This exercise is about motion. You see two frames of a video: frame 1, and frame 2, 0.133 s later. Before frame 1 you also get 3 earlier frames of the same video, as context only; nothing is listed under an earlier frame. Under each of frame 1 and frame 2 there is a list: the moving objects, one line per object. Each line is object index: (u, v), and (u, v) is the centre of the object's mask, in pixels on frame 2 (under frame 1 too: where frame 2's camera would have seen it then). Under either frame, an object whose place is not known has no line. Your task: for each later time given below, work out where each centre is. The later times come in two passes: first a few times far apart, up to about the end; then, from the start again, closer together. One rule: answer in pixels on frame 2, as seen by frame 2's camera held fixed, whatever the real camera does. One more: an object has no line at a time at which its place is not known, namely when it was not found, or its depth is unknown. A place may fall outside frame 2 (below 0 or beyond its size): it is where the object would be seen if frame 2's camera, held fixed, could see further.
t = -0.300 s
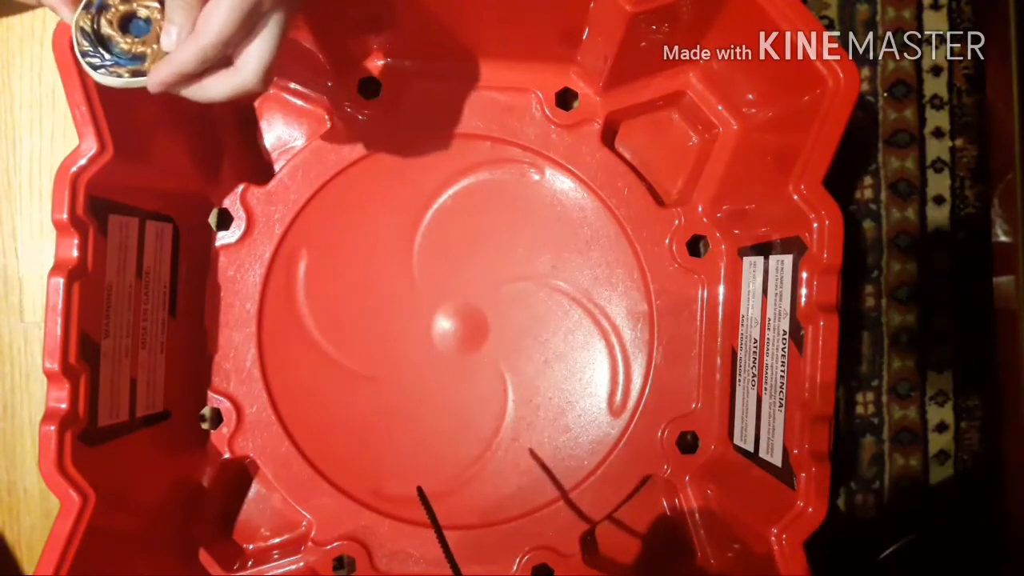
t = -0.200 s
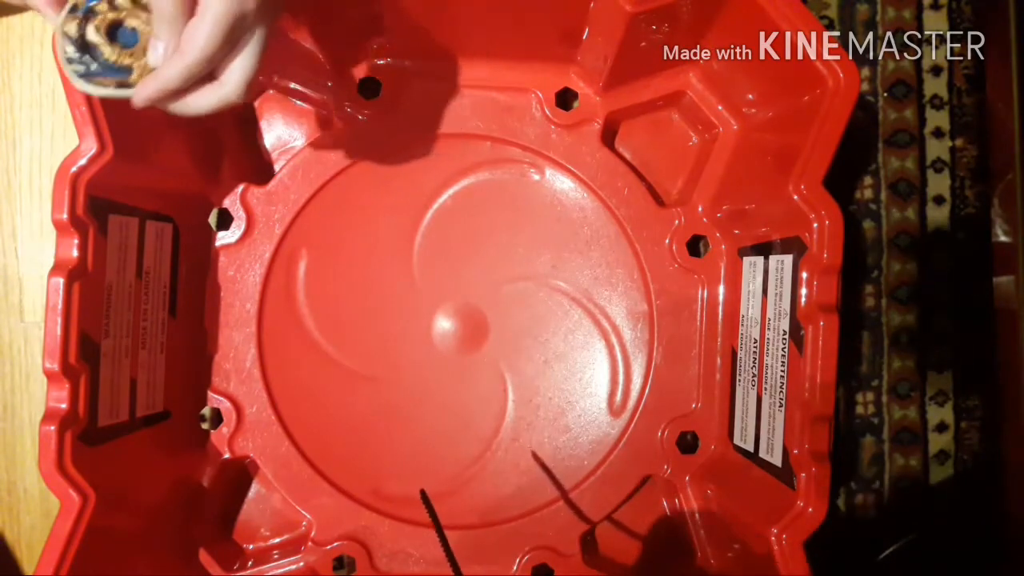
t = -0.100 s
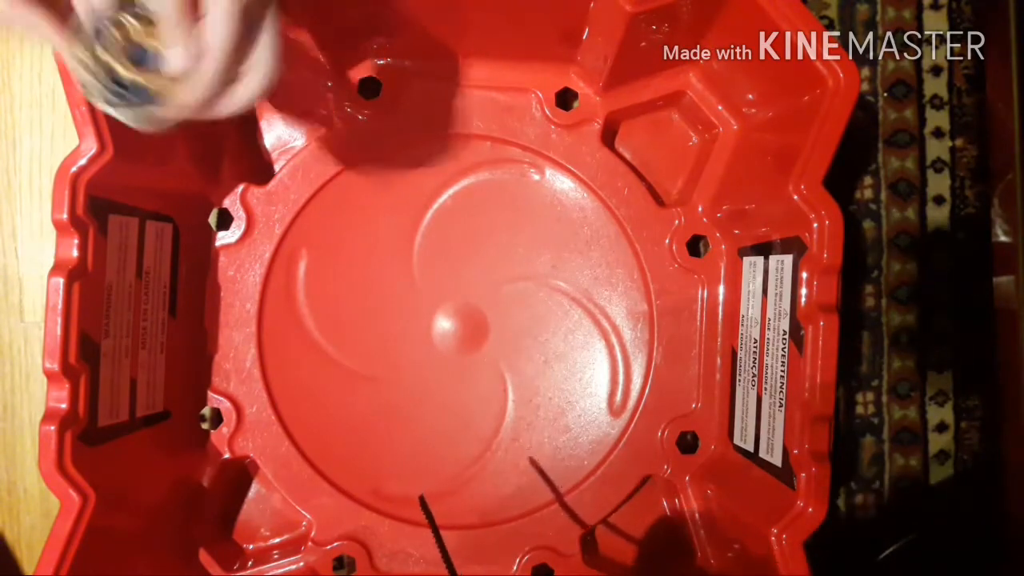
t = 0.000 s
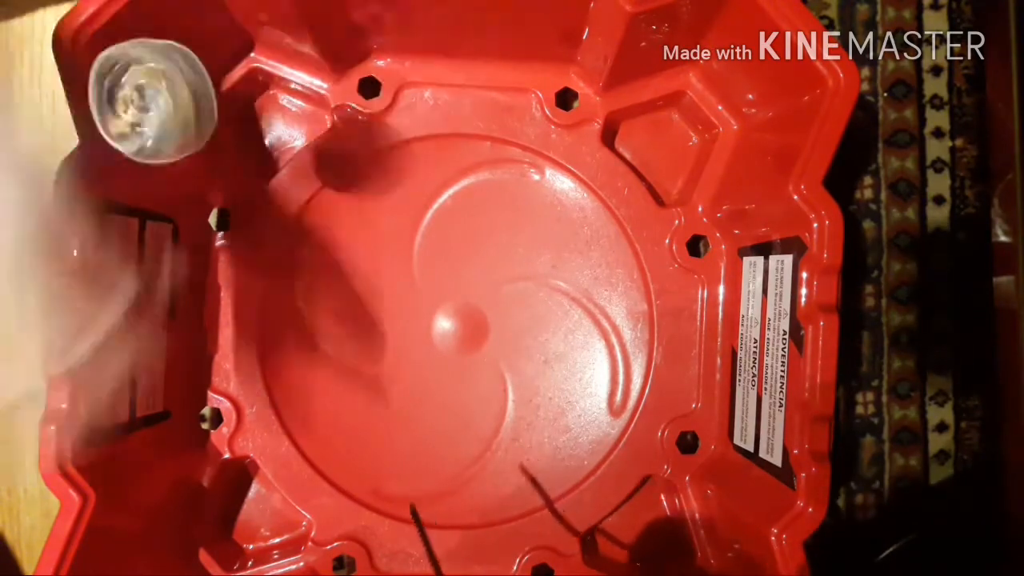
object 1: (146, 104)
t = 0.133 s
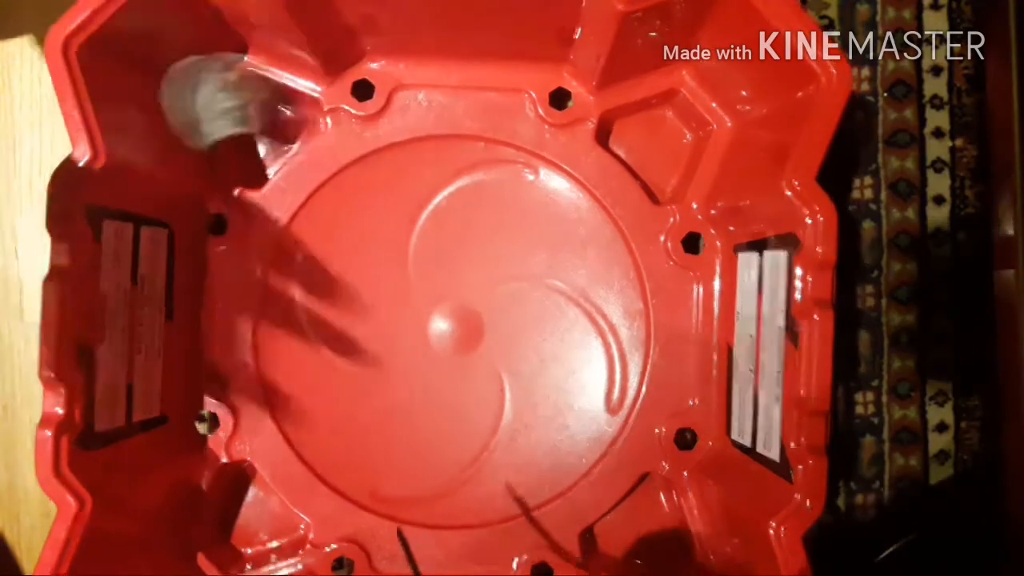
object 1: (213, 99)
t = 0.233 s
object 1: (303, 122)
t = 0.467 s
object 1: (455, 204)
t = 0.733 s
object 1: (491, 295)
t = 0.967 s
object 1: (516, 314)
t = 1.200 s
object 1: (503, 314)
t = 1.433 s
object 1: (485, 299)
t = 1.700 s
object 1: (482, 293)
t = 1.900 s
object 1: (482, 294)
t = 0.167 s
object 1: (259, 103)
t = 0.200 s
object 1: (271, 113)
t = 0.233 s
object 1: (303, 122)
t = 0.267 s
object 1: (327, 130)
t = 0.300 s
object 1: (341, 134)
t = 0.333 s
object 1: (359, 145)
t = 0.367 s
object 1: (379, 161)
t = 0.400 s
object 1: (416, 177)
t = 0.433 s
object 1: (432, 186)
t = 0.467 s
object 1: (455, 204)
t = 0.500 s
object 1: (468, 217)
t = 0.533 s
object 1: (480, 230)
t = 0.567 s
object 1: (488, 244)
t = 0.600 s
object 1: (493, 252)
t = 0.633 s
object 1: (495, 264)
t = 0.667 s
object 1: (494, 274)
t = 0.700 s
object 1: (492, 284)
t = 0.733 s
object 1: (491, 295)
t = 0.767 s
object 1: (493, 302)
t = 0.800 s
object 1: (497, 309)
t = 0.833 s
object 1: (502, 313)
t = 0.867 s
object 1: (509, 315)
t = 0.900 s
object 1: (513, 314)
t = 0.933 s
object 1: (515, 314)
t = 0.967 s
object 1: (516, 314)
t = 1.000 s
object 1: (517, 314)
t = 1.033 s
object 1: (517, 314)
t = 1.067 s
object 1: (516, 314)
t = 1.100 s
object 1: (514, 314)
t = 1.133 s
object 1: (512, 314)
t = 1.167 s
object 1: (508, 314)
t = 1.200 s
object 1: (503, 314)
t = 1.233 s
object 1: (498, 312)
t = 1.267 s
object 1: (494, 310)
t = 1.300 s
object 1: (490, 307)
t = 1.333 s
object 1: (488, 304)
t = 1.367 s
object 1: (486, 302)
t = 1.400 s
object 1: (486, 300)
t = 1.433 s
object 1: (485, 299)
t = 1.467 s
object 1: (484, 298)
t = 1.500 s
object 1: (483, 296)
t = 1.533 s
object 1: (483, 294)
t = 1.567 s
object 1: (482, 293)
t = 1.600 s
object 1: (482, 292)
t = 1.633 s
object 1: (482, 292)
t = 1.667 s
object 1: (482, 292)
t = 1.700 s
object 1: (482, 293)
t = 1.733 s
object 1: (482, 294)
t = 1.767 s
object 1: (482, 294)
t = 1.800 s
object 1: (482, 294)
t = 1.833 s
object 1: (482, 294)
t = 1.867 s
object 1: (482, 294)
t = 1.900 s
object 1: (482, 294)
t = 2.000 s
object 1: (482, 294)
